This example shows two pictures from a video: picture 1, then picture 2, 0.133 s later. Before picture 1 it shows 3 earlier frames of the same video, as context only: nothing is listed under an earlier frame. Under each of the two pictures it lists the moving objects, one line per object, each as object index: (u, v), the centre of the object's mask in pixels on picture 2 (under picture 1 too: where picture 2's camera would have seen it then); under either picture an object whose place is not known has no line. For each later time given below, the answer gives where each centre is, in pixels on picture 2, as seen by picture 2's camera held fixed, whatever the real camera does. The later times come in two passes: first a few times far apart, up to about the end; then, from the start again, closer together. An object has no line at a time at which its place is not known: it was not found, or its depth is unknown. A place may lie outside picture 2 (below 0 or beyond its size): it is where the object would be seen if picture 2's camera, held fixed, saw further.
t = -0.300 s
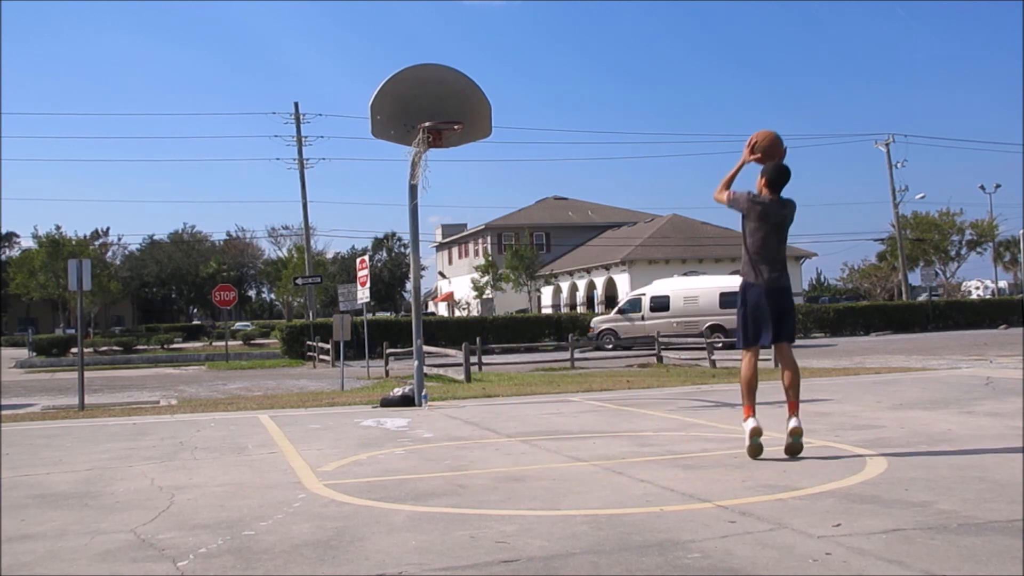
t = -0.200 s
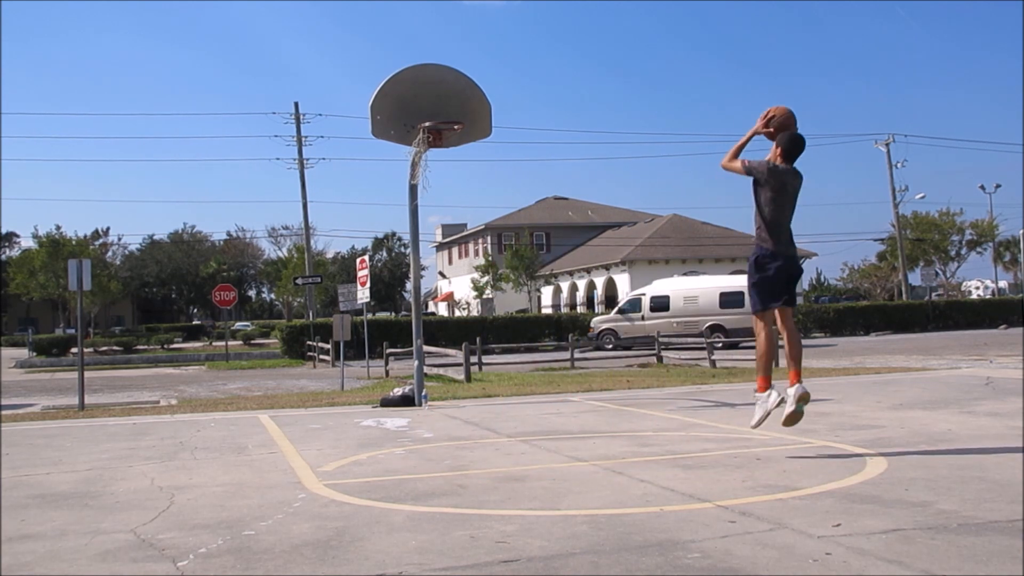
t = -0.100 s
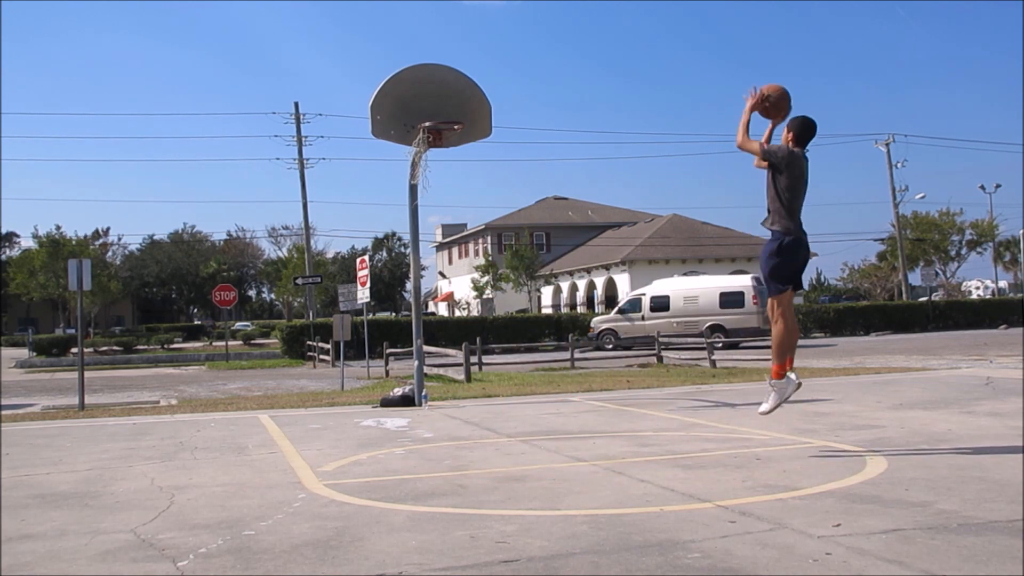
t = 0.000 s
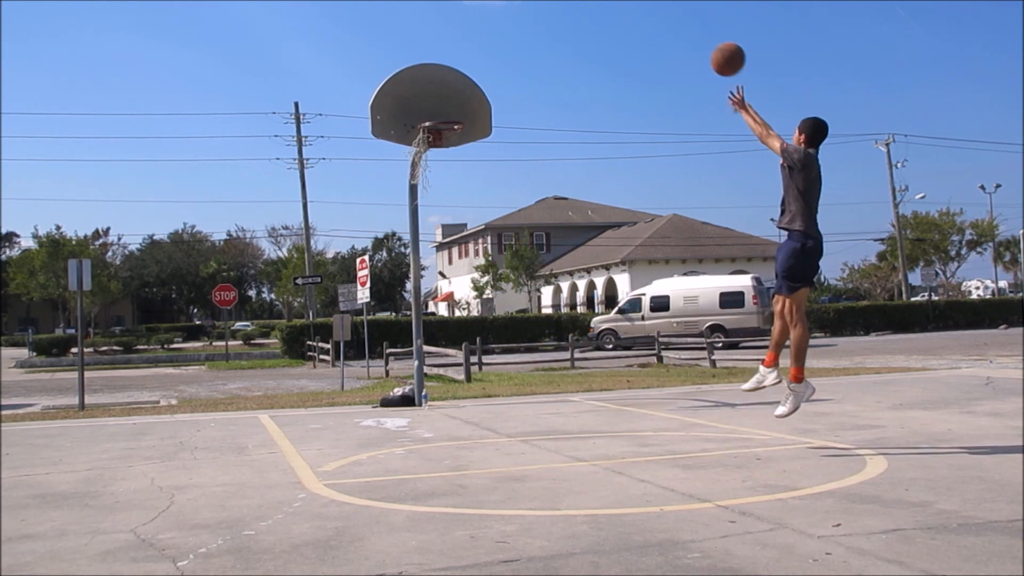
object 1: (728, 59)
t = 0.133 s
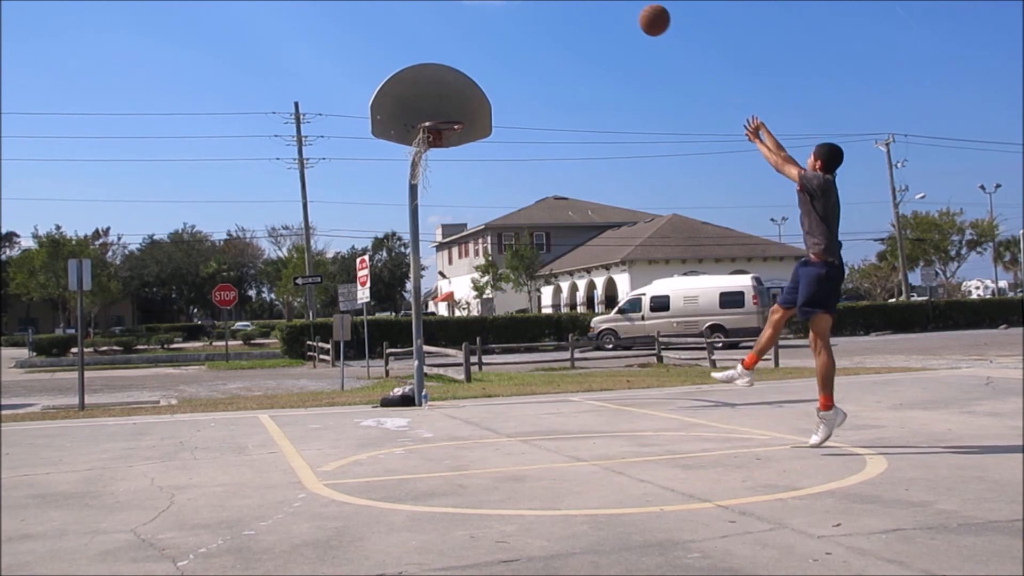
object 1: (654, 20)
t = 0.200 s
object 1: (622, 12)
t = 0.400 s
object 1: (540, 13)
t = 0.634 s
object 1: (465, 64)
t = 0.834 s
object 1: (437, 112)
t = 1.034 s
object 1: (489, 108)
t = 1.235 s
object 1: (538, 123)
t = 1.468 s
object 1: (592, 186)
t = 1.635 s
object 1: (630, 258)
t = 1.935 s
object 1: (686, 355)
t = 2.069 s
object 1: (699, 300)
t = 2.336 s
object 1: (727, 239)
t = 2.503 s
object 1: (745, 231)
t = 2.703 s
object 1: (765, 249)
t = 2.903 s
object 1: (785, 299)
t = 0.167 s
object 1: (638, 15)
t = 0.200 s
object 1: (622, 12)
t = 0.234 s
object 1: (607, 11)
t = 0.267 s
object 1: (592, 10)
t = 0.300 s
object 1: (579, 10)
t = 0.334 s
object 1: (565, 10)
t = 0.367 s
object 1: (553, 11)
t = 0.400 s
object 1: (540, 13)
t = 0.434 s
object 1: (528, 18)
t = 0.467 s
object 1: (517, 23)
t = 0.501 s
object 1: (506, 30)
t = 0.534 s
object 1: (495, 37)
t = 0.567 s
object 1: (485, 46)
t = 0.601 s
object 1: (475, 55)
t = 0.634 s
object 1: (465, 64)
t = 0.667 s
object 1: (456, 76)
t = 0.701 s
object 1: (447, 87)
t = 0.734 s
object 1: (439, 99)
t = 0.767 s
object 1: (430, 111)
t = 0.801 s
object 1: (428, 116)
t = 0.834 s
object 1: (437, 112)
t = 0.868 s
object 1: (446, 110)
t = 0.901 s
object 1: (455, 109)
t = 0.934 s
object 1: (464, 107)
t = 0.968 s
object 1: (473, 108)
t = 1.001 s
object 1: (481, 109)
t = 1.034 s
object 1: (489, 108)
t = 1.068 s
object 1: (498, 108)
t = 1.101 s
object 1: (506, 109)
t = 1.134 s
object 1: (514, 111)
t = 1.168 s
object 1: (522, 114)
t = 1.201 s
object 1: (530, 118)
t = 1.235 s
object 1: (538, 123)
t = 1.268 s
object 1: (546, 129)
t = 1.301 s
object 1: (554, 136)
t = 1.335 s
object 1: (561, 145)
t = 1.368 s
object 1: (569, 153)
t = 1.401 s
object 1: (577, 163)
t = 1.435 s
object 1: (585, 174)
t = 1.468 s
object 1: (592, 186)
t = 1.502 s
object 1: (600, 198)
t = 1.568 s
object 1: (615, 227)
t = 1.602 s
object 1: (623, 242)
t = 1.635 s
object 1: (630, 258)
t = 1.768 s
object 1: (658, 332)
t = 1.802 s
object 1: (665, 353)
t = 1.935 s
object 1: (686, 355)
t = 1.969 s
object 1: (689, 340)
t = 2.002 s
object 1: (692, 326)
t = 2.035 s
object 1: (696, 312)
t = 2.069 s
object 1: (699, 300)
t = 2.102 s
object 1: (703, 289)
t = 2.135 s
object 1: (706, 278)
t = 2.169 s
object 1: (710, 269)
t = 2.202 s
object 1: (713, 261)
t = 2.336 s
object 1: (727, 239)
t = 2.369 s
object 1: (731, 235)
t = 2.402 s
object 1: (734, 233)
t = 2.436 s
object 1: (738, 231)
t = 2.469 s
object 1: (741, 230)
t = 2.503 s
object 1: (745, 231)
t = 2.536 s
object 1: (748, 231)
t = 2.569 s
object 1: (752, 233)
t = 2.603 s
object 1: (755, 236)
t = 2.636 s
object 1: (759, 240)
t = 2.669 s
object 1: (762, 244)
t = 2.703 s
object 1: (765, 249)
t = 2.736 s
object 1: (769, 256)
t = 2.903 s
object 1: (785, 299)
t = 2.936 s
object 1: (789, 310)
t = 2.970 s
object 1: (793, 323)
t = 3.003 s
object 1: (796, 335)
